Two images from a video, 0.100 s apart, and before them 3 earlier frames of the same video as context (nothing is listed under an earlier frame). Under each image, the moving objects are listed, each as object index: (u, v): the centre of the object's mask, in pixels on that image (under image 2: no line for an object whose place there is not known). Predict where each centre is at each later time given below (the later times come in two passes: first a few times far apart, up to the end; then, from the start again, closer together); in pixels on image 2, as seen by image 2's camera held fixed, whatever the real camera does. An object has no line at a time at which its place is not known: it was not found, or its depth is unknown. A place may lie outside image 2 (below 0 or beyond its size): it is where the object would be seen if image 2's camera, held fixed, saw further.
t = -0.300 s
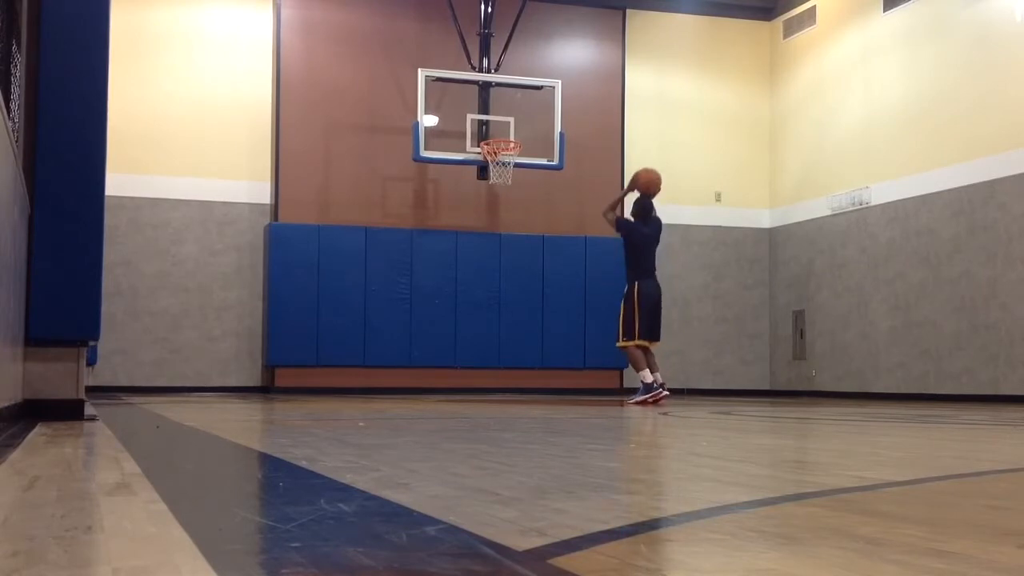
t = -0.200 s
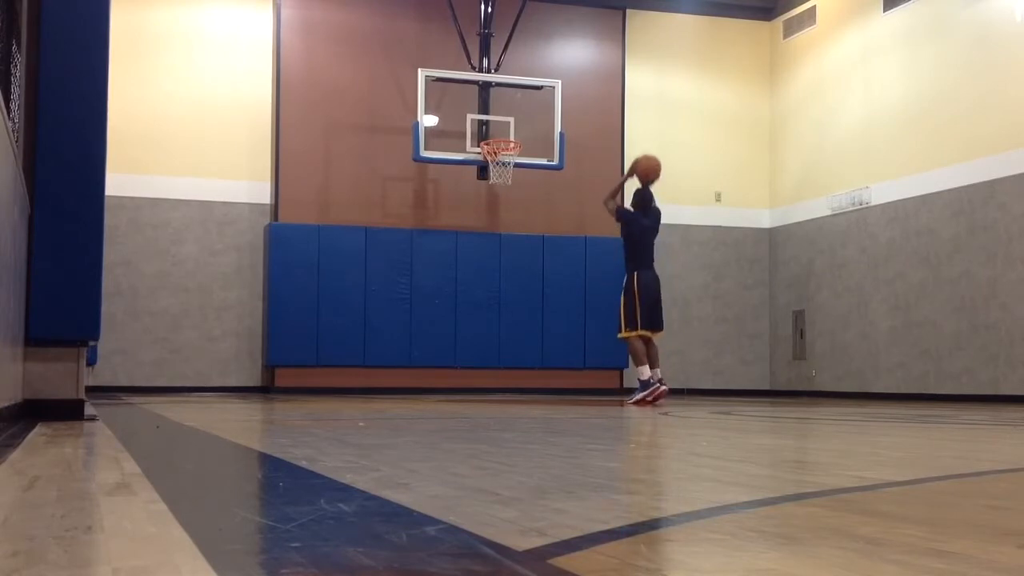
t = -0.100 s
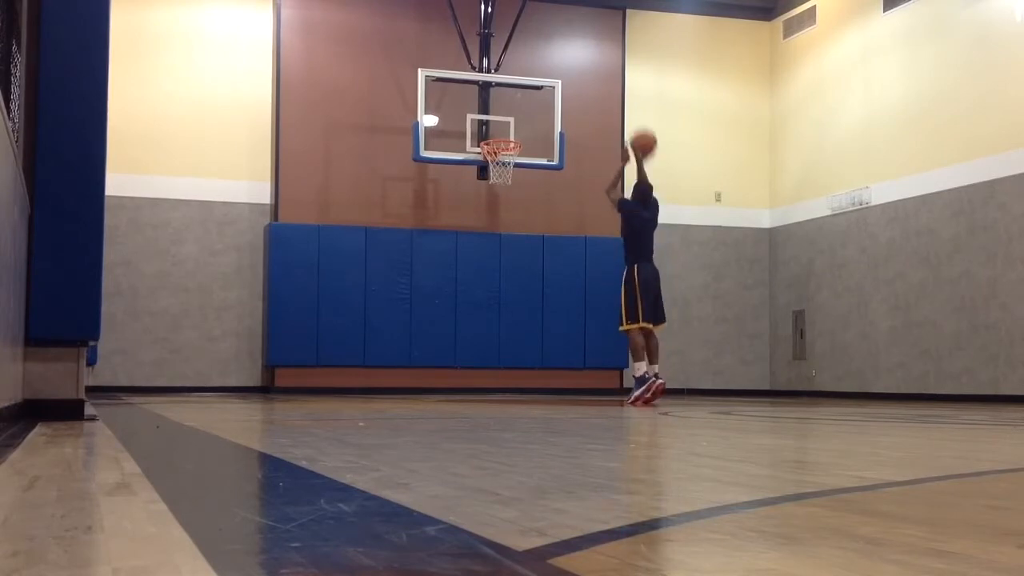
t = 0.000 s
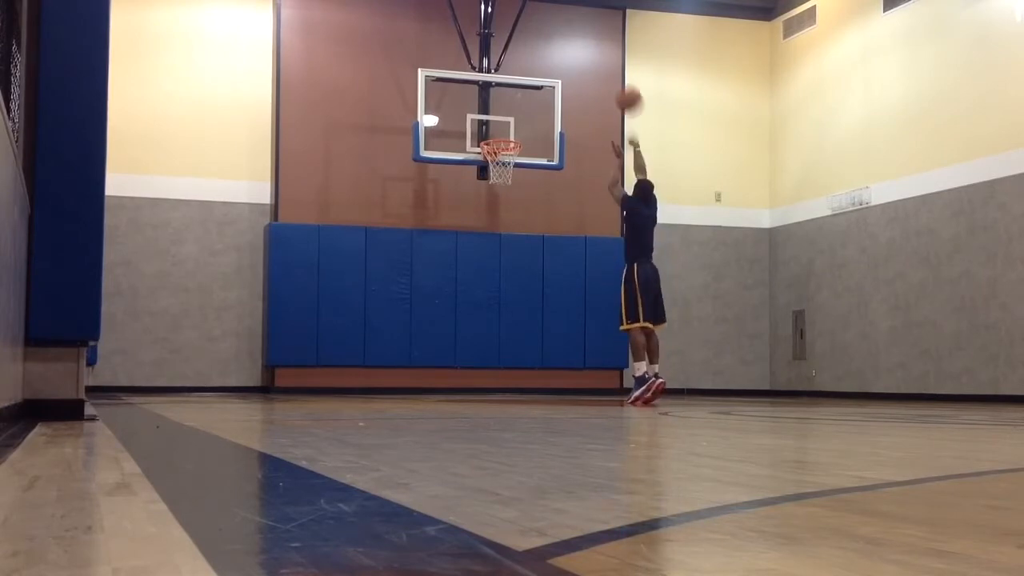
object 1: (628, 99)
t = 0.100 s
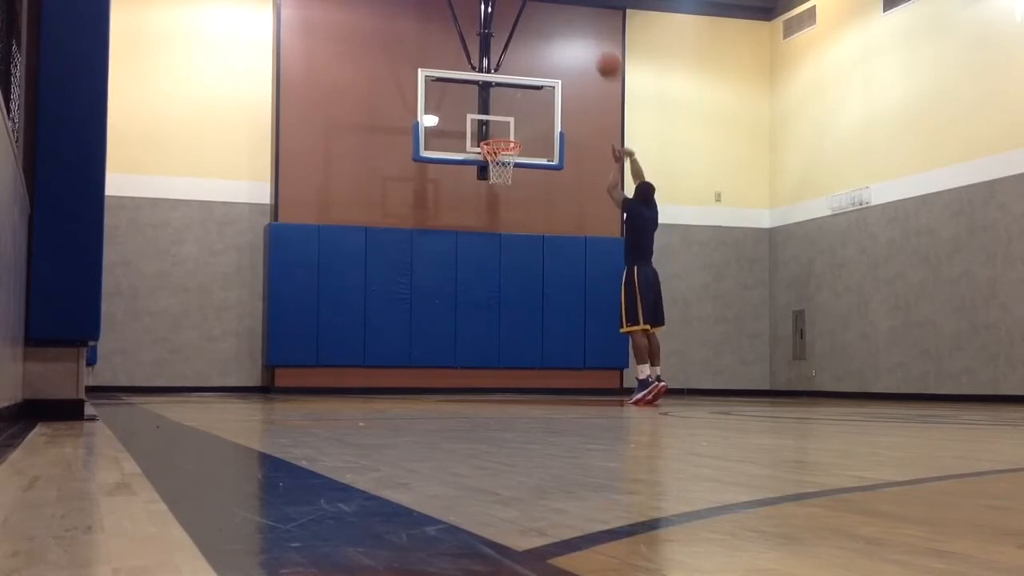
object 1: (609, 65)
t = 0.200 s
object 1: (592, 44)
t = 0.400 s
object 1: (560, 34)
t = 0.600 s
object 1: (532, 58)
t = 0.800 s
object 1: (506, 112)
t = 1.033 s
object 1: (492, 180)
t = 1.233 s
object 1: (499, 237)
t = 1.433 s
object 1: (503, 326)
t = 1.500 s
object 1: (504, 359)
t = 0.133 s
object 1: (603, 57)
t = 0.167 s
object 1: (598, 50)
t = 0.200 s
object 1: (592, 44)
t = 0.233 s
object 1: (587, 40)
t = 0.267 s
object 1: (581, 36)
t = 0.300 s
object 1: (575, 34)
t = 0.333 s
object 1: (570, 33)
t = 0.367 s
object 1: (565, 33)
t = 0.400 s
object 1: (560, 34)
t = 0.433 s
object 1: (556, 35)
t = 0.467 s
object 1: (551, 37)
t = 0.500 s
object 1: (546, 41)
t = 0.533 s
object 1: (541, 46)
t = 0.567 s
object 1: (536, 51)
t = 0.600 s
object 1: (532, 58)
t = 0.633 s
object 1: (528, 64)
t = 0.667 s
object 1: (523, 73)
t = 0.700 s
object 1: (519, 83)
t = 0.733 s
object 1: (515, 92)
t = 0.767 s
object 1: (511, 102)
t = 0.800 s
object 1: (506, 112)
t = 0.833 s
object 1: (503, 126)
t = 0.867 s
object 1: (500, 134)
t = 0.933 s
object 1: (488, 155)
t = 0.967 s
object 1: (492, 166)
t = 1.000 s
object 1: (492, 175)
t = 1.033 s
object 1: (492, 180)
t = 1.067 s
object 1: (494, 188)
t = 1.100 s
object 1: (495, 195)
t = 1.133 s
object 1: (495, 204)
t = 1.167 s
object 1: (497, 215)
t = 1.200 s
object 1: (498, 225)
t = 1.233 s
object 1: (499, 237)
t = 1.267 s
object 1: (500, 250)
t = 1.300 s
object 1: (501, 263)
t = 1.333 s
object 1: (501, 278)
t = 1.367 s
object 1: (502, 293)
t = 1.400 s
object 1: (502, 309)
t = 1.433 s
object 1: (503, 326)
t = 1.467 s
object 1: (503, 344)
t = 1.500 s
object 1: (504, 359)
